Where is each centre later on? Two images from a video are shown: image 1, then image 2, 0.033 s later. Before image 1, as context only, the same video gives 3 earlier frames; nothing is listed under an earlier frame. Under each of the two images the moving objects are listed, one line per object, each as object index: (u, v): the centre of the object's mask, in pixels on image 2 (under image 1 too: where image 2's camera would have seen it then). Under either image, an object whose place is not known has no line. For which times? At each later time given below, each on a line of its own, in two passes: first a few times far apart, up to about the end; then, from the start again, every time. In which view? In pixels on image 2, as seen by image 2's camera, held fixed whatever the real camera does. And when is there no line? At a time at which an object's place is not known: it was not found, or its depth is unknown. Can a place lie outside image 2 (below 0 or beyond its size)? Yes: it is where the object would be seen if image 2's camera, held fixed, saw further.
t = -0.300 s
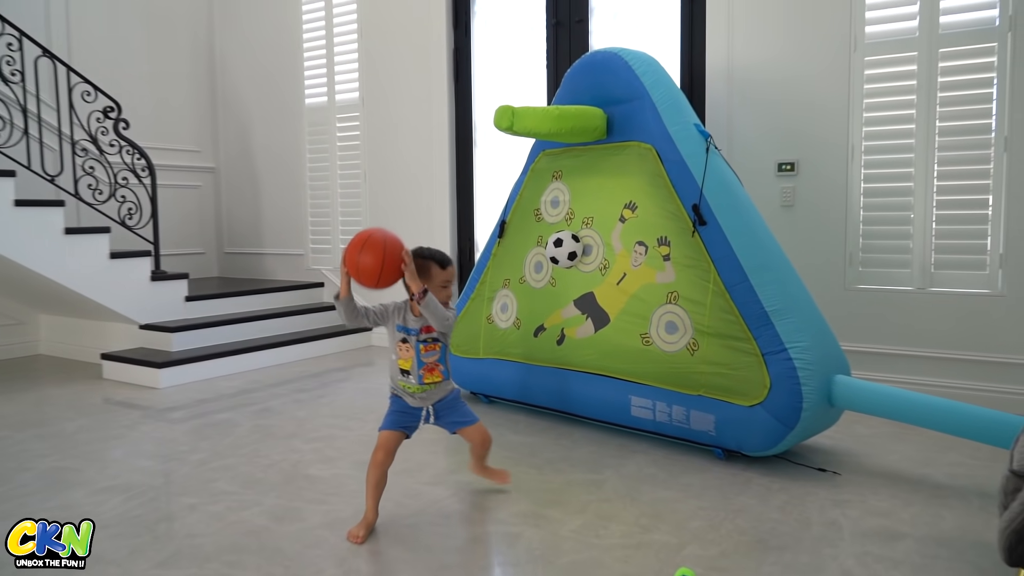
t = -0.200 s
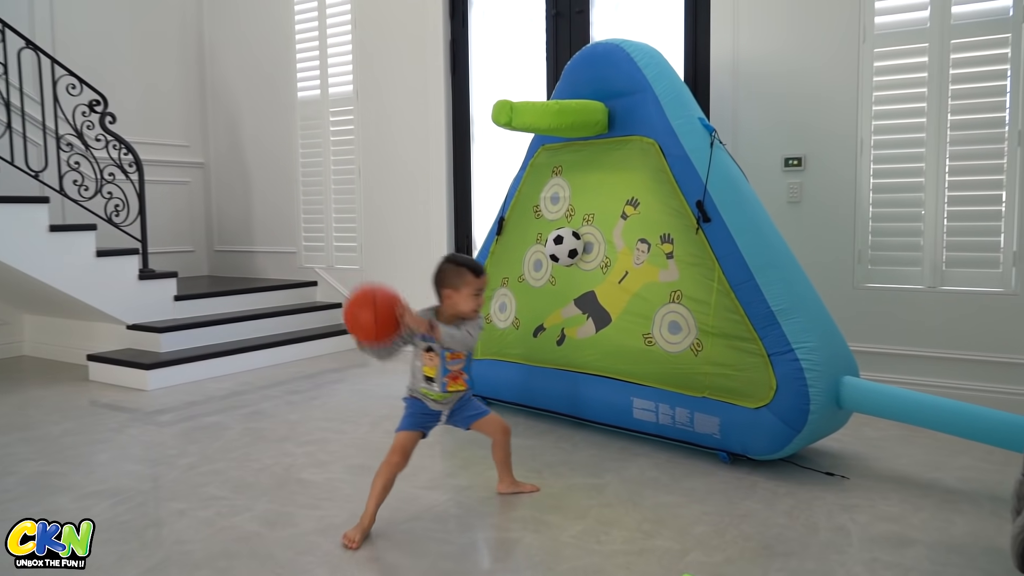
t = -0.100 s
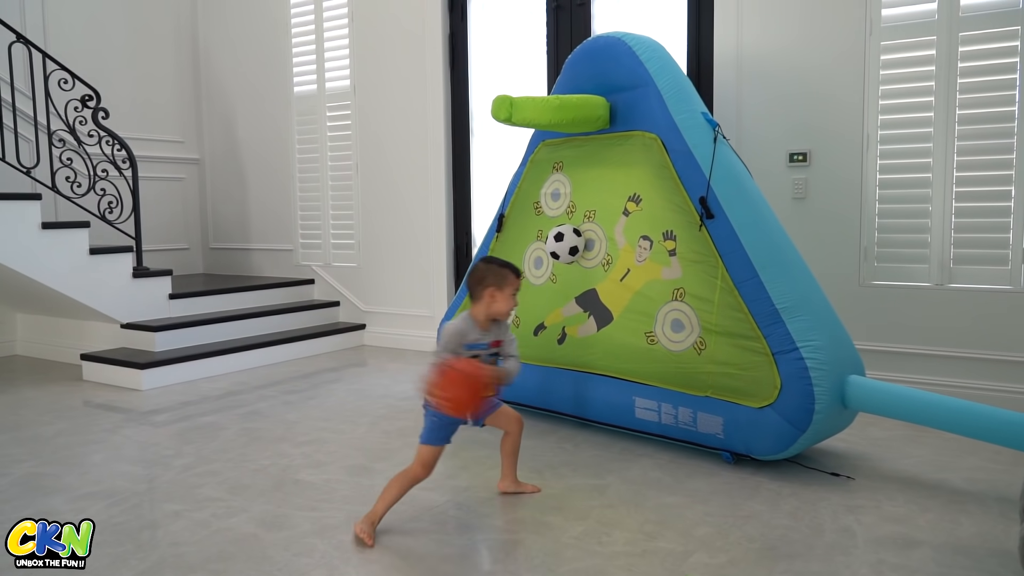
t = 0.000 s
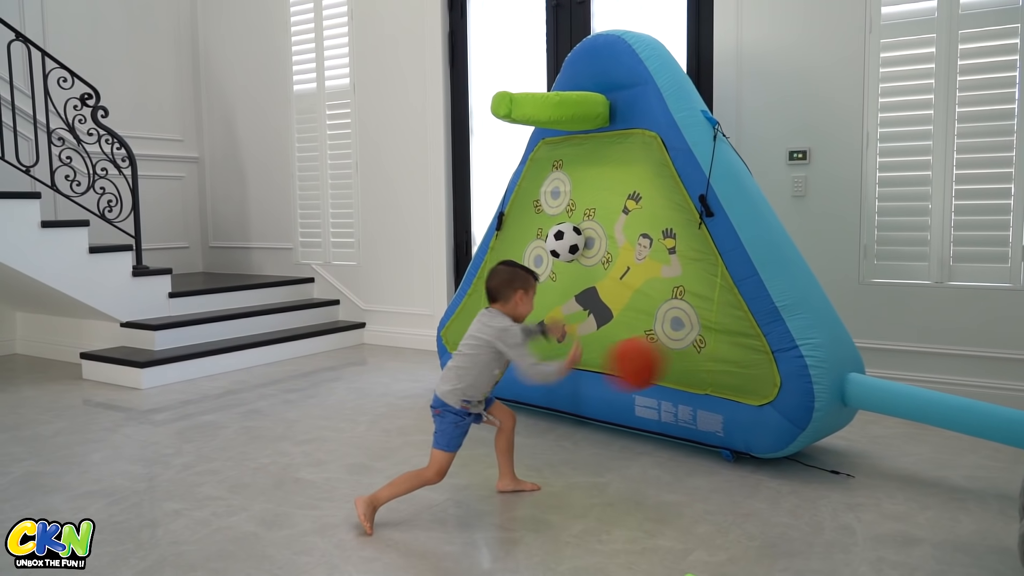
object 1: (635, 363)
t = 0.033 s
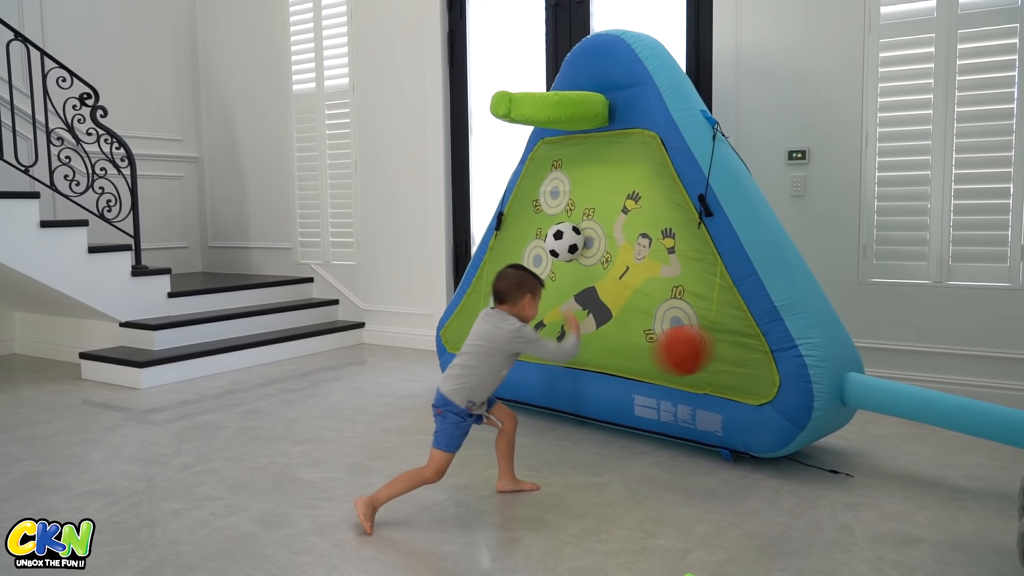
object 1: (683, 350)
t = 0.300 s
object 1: (702, 352)
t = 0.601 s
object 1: (626, 486)
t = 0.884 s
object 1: (578, 445)
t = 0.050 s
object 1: (705, 345)
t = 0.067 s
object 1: (727, 341)
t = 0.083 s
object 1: (741, 337)
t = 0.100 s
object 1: (743, 335)
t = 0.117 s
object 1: (742, 332)
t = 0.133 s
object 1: (738, 330)
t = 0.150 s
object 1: (735, 329)
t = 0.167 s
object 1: (732, 329)
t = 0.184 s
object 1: (728, 329)
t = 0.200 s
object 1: (725, 330)
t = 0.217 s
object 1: (721, 331)
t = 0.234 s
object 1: (718, 334)
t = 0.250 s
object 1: (714, 337)
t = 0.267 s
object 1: (710, 341)
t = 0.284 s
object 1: (706, 347)
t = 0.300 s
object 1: (702, 352)
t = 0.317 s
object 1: (697, 359)
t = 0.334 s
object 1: (693, 367)
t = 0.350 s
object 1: (689, 375)
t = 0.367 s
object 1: (685, 385)
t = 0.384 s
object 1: (679, 397)
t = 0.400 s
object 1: (675, 409)
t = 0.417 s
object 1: (670, 421)
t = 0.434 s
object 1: (665, 436)
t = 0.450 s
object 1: (661, 450)
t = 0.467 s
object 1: (656, 466)
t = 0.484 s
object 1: (650, 485)
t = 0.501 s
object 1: (645, 503)
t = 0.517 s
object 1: (639, 527)
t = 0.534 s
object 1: (636, 533)
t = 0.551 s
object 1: (634, 519)
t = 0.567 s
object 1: (631, 508)
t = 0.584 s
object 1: (629, 496)
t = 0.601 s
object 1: (626, 486)
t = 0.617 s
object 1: (624, 477)
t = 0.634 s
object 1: (621, 468)
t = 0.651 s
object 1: (619, 461)
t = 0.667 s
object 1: (616, 454)
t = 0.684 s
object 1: (614, 447)
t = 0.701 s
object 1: (611, 442)
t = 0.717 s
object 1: (608, 437)
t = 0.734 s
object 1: (605, 434)
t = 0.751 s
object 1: (603, 431)
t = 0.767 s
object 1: (600, 429)
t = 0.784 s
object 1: (597, 428)
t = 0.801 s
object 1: (594, 429)
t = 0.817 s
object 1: (591, 430)
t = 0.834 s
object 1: (588, 432)
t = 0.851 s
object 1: (585, 435)
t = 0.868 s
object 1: (582, 440)
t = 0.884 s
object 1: (578, 445)
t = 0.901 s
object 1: (575, 452)
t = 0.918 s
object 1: (572, 460)
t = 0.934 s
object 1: (568, 470)
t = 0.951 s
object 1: (565, 480)
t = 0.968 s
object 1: (561, 493)
